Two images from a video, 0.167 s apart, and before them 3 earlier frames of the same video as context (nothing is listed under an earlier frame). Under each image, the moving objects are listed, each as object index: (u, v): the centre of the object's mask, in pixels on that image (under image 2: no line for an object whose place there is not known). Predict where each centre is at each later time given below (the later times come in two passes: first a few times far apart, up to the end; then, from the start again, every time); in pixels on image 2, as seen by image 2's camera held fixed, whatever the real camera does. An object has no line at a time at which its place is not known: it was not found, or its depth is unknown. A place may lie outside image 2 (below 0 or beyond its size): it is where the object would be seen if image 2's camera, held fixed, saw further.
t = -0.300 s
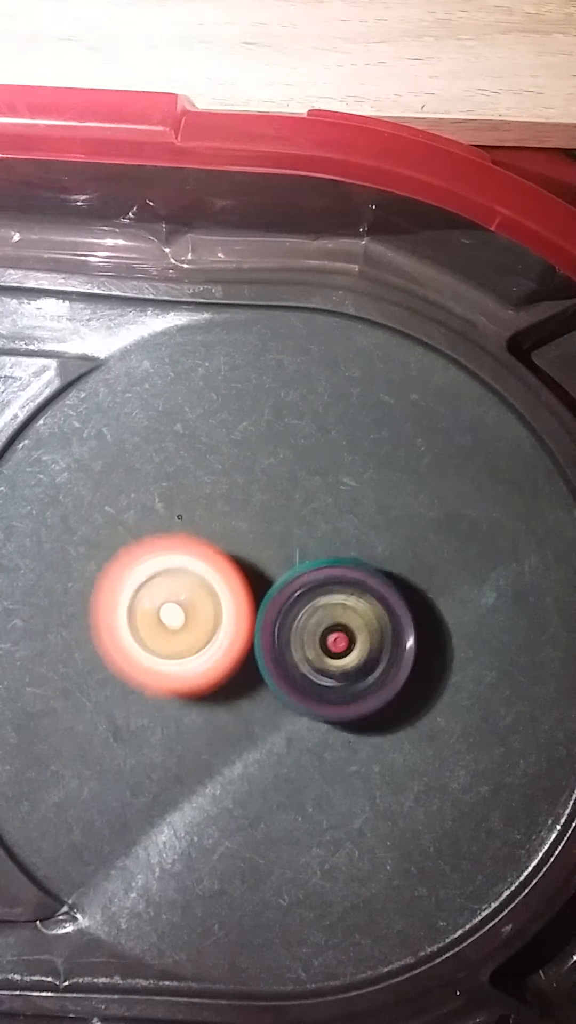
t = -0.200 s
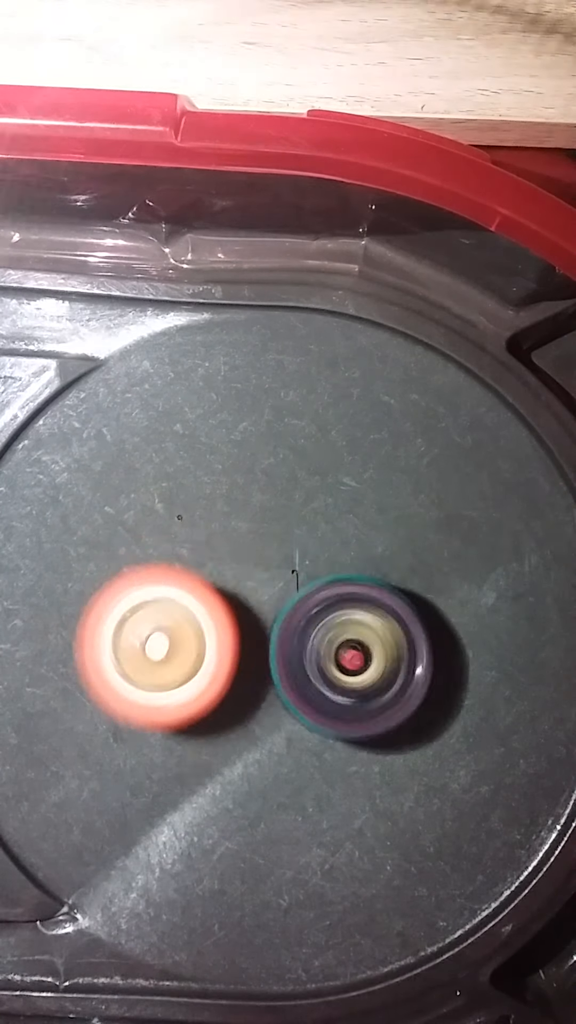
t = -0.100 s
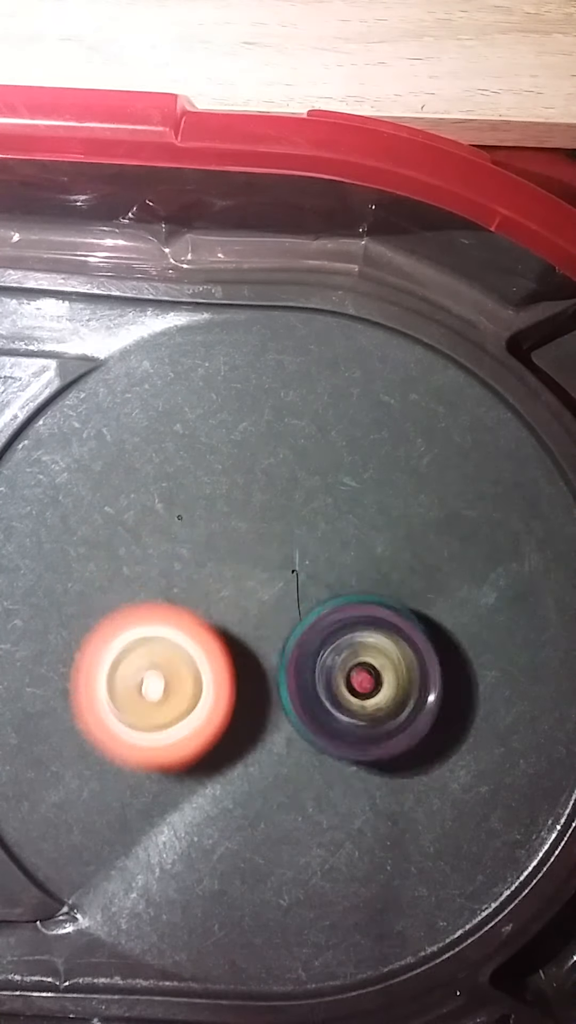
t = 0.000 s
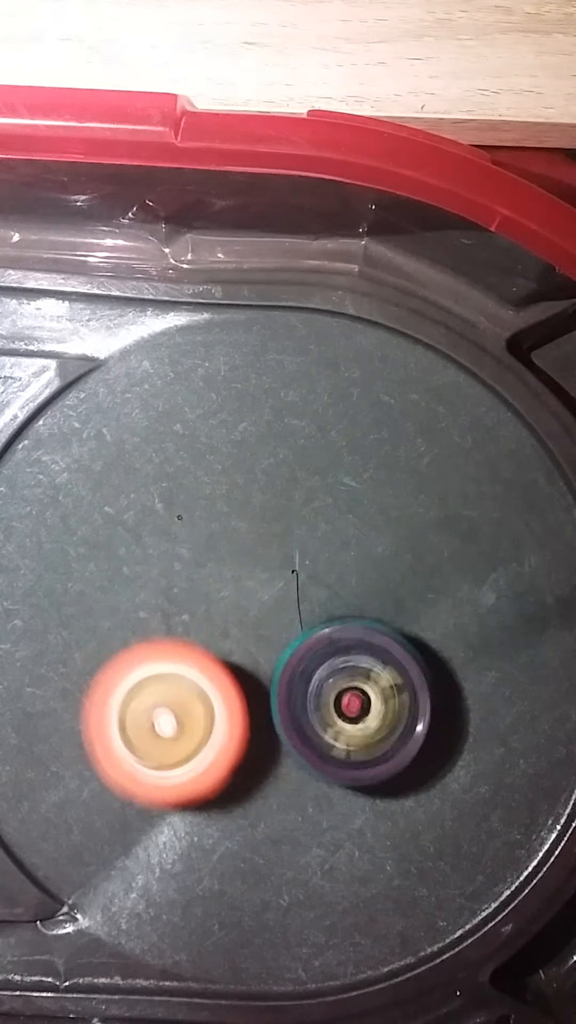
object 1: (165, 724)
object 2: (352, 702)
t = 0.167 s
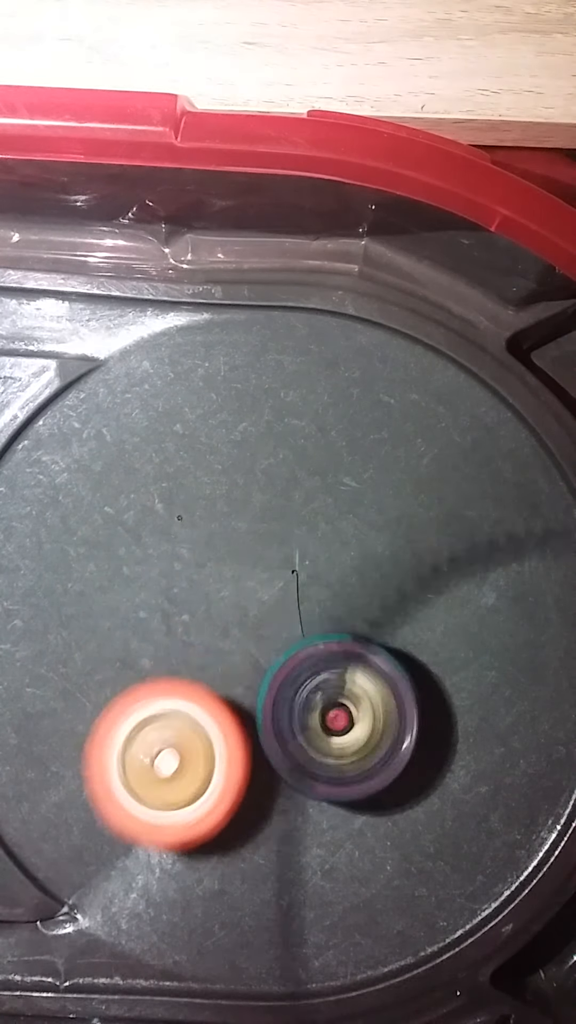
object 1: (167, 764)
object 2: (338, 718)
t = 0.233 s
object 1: (157, 777)
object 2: (331, 713)
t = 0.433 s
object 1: (165, 775)
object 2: (319, 666)
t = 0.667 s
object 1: (185, 734)
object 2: (320, 619)
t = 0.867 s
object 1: (184, 697)
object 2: (310, 590)
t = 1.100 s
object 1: (141, 708)
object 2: (312, 575)
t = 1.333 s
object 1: (163, 718)
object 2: (297, 604)
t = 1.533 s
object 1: (177, 766)
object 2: (319, 605)
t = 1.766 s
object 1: (227, 787)
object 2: (339, 629)
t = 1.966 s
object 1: (252, 769)
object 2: (362, 610)
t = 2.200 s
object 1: (221, 722)
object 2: (357, 599)
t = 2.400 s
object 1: (158, 687)
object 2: (342, 612)
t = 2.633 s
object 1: (104, 675)
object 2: (315, 646)
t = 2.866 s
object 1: (128, 676)
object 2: (304, 693)
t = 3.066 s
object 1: (155, 686)
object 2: (321, 730)
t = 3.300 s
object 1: (163, 671)
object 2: (337, 726)
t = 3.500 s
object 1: (168, 637)
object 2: (328, 674)
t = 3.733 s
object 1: (146, 611)
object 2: (316, 627)
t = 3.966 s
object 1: (125, 613)
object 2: (313, 607)
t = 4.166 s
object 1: (81, 657)
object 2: (361, 615)
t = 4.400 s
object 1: (134, 723)
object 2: (377, 626)
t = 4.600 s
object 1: (238, 768)
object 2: (368, 664)
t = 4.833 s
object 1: (241, 804)
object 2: (384, 661)
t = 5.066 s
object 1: (205, 734)
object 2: (352, 641)
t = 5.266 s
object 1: (124, 671)
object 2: (337, 627)
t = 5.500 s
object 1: (124, 611)
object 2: (290, 652)
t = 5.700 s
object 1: (148, 574)
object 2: (326, 720)
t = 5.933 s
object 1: (231, 615)
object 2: (341, 758)
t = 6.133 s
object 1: (260, 610)
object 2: (350, 751)
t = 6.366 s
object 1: (247, 554)
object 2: (304, 729)
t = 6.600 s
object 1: (249, 553)
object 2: (261, 740)
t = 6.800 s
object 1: (255, 598)
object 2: (249, 778)
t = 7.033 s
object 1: (261, 591)
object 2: (236, 797)
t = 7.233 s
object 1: (272, 566)
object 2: (210, 771)
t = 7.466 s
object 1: (280, 574)
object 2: (171, 702)
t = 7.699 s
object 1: (306, 601)
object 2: (123, 705)
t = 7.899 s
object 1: (311, 633)
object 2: (145, 714)
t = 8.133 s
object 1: (338, 691)
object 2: (174, 674)
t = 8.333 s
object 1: (338, 704)
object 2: (148, 651)
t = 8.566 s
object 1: (332, 662)
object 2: (159, 653)
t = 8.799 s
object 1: (369, 654)
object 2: (181, 655)
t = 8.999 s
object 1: (338, 660)
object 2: (191, 655)
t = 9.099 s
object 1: (355, 684)
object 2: (171, 645)
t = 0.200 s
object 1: (160, 772)
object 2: (334, 714)
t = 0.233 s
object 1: (157, 777)
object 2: (331, 713)
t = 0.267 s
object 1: (155, 780)
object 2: (325, 709)
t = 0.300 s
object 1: (153, 783)
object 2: (322, 702)
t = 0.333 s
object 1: (156, 782)
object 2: (318, 698)
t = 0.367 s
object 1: (158, 781)
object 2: (316, 688)
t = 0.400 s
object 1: (160, 779)
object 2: (318, 678)
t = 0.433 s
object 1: (165, 775)
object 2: (319, 666)
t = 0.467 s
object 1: (169, 770)
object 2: (318, 658)
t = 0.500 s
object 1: (177, 761)
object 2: (317, 656)
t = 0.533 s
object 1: (183, 753)
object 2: (317, 649)
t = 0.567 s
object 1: (183, 745)
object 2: (319, 638)
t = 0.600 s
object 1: (183, 744)
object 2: (317, 631)
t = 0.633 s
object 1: (182, 739)
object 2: (321, 626)
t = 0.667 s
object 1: (185, 734)
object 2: (320, 619)
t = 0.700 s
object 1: (186, 727)
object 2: (320, 613)
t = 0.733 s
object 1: (189, 721)
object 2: (319, 608)
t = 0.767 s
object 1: (189, 712)
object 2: (317, 602)
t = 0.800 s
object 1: (188, 704)
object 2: (316, 595)
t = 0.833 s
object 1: (185, 701)
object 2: (311, 593)
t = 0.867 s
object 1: (184, 697)
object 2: (310, 590)
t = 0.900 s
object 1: (179, 692)
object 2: (305, 584)
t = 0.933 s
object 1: (175, 691)
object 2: (305, 578)
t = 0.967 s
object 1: (165, 694)
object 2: (308, 574)
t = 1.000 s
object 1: (158, 697)
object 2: (310, 573)
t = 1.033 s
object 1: (150, 702)
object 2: (313, 572)
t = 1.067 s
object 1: (146, 705)
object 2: (313, 574)
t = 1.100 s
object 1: (141, 708)
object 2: (312, 575)
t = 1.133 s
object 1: (142, 711)
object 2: (312, 581)
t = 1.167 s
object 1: (140, 711)
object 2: (310, 584)
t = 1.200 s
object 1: (144, 717)
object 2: (307, 592)
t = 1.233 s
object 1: (146, 715)
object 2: (305, 594)
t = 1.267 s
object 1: (150, 720)
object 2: (306, 592)
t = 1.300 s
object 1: (157, 717)
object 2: (298, 599)
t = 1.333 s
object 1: (163, 718)
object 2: (297, 604)
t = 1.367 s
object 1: (169, 718)
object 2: (296, 610)
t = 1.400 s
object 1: (166, 726)
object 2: (297, 606)
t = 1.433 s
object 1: (168, 737)
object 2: (304, 605)
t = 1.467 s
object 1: (170, 750)
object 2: (311, 600)
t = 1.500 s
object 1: (173, 756)
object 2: (315, 602)
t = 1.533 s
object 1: (177, 766)
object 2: (319, 605)
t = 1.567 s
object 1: (182, 770)
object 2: (324, 608)
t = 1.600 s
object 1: (187, 777)
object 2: (326, 610)
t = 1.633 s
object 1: (194, 781)
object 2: (331, 614)
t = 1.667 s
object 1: (200, 785)
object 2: (333, 618)
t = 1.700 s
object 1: (207, 790)
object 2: (335, 622)
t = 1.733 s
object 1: (215, 790)
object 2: (337, 626)
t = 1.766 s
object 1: (227, 787)
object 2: (339, 629)
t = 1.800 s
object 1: (243, 777)
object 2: (338, 634)
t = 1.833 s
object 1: (250, 772)
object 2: (341, 633)
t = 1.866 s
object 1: (251, 771)
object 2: (345, 625)
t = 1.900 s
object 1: (254, 774)
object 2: (352, 621)
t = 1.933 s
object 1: (254, 776)
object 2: (357, 616)
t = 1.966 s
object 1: (252, 769)
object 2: (362, 610)
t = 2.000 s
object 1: (253, 764)
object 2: (364, 607)
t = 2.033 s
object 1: (250, 756)
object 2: (368, 603)
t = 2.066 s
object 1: (247, 752)
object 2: (367, 600)
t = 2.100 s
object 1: (236, 746)
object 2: (366, 598)
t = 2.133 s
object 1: (232, 739)
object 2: (365, 598)
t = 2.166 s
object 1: (223, 731)
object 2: (363, 597)
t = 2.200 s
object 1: (221, 722)
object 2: (357, 599)
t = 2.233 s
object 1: (214, 713)
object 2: (353, 602)
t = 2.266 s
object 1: (210, 704)
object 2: (346, 606)
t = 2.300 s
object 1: (200, 694)
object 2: (345, 607)
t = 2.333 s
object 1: (186, 690)
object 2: (344, 607)
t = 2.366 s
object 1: (171, 687)
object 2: (343, 610)
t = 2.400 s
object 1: (158, 687)
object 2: (342, 612)
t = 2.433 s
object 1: (148, 684)
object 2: (339, 614)
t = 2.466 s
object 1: (135, 684)
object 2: (335, 619)
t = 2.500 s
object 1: (127, 679)
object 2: (334, 623)
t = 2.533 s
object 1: (119, 680)
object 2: (329, 627)
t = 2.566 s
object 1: (111, 677)
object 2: (324, 633)
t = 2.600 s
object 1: (106, 676)
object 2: (320, 640)
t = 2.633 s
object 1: (104, 675)
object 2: (315, 646)
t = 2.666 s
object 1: (104, 675)
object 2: (312, 648)
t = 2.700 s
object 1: (105, 677)
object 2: (304, 652)
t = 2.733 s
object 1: (109, 676)
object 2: (299, 663)
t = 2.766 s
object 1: (116, 677)
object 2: (298, 672)
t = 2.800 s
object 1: (122, 677)
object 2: (295, 678)
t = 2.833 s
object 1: (128, 676)
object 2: (298, 688)
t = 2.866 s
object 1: (128, 676)
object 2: (304, 693)
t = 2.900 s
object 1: (127, 677)
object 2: (308, 701)
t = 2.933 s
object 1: (131, 679)
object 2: (316, 709)
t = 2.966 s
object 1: (133, 681)
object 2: (321, 712)
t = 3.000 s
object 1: (139, 683)
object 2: (320, 719)
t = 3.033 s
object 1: (146, 684)
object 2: (321, 726)
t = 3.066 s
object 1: (155, 686)
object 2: (321, 730)
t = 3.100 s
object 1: (163, 686)
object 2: (322, 732)
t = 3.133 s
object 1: (166, 686)
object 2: (326, 735)
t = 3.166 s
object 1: (162, 679)
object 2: (333, 736)
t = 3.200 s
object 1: (161, 676)
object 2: (334, 736)
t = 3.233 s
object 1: (159, 676)
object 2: (335, 735)
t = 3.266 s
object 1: (160, 670)
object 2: (337, 733)
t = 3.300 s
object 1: (163, 671)
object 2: (337, 726)
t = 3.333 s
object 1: (164, 665)
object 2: (334, 720)
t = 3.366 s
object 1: (172, 662)
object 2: (331, 715)
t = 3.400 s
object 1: (171, 656)
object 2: (330, 704)
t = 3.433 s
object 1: (173, 650)
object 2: (328, 694)
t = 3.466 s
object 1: (169, 642)
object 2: (327, 685)
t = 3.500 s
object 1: (168, 637)
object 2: (328, 674)
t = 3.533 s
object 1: (164, 635)
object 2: (328, 665)
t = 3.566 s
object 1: (164, 628)
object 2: (327, 656)
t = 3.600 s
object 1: (162, 626)
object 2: (325, 649)
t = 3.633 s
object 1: (160, 620)
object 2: (321, 643)
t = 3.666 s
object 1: (154, 615)
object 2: (321, 637)
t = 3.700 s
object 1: (149, 610)
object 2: (320, 631)
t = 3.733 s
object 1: (146, 611)
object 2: (316, 627)
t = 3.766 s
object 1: (139, 610)
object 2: (313, 627)
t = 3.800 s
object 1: (138, 609)
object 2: (311, 626)
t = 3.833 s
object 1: (135, 611)
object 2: (305, 624)
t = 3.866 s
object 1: (139, 611)
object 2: (305, 620)
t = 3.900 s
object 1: (139, 618)
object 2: (303, 612)
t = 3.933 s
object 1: (135, 615)
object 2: (301, 610)
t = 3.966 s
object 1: (125, 613)
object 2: (313, 607)
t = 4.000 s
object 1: (116, 618)
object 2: (322, 606)
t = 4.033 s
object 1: (104, 628)
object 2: (331, 611)
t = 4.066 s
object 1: (92, 632)
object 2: (341, 612)
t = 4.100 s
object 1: (89, 641)
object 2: (350, 612)
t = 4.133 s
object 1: (81, 651)
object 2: (354, 614)
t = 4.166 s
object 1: (81, 657)
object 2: (361, 615)
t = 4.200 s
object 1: (83, 669)
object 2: (366, 615)
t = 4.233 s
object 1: (82, 679)
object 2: (369, 616)
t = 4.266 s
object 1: (90, 687)
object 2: (371, 616)
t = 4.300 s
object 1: (97, 699)
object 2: (372, 619)
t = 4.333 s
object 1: (109, 705)
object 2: (377, 624)
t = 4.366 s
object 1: (121, 717)
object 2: (380, 624)
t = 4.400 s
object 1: (134, 723)
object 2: (377, 626)
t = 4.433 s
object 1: (154, 731)
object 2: (374, 632)
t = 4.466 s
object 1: (169, 742)
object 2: (375, 640)
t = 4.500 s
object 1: (189, 744)
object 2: (375, 647)
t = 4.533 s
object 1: (209, 753)
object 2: (369, 650)
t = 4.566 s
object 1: (227, 759)
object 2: (364, 659)
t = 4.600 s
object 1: (238, 768)
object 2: (368, 664)
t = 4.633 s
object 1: (245, 775)
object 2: (367, 666)
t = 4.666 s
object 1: (245, 780)
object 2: (373, 662)
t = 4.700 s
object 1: (247, 788)
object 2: (378, 661)
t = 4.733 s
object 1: (249, 798)
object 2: (383, 666)
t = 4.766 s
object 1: (245, 808)
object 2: (388, 664)
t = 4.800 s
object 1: (238, 805)
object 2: (386, 660)
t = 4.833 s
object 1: (241, 804)
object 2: (384, 661)
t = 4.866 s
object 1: (237, 805)
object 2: (384, 659)
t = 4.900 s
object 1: (228, 794)
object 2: (380, 654)
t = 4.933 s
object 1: (229, 778)
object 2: (375, 649)
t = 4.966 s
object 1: (231, 770)
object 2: (370, 648)
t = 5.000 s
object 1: (220, 764)
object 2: (365, 649)
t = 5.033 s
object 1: (213, 746)
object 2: (356, 646)
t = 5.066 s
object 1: (205, 734)
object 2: (352, 641)
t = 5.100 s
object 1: (182, 723)
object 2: (352, 631)
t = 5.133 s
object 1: (171, 708)
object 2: (348, 627)
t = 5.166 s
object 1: (161, 706)
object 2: (345, 629)
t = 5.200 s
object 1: (141, 700)
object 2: (344, 627)
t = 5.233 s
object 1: (128, 684)
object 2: (341, 624)
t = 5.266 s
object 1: (124, 671)
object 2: (337, 627)
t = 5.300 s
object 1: (117, 664)
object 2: (331, 629)
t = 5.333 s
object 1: (109, 654)
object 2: (323, 629)
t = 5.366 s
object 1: (106, 641)
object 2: (318, 634)
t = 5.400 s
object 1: (109, 631)
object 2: (311, 639)
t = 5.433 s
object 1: (114, 626)
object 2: (305, 642)
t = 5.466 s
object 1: (115, 621)
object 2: (298, 644)
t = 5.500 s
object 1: (124, 611)
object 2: (290, 652)
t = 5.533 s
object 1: (128, 598)
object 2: (294, 668)
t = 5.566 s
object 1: (132, 583)
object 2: (302, 677)
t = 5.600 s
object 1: (139, 581)
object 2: (307, 691)
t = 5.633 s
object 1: (138, 580)
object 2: (315, 705)
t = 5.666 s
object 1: (141, 575)
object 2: (325, 713)
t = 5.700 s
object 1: (148, 574)
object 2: (326, 720)
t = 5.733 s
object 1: (158, 575)
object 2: (325, 734)
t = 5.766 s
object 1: (170, 579)
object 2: (328, 742)
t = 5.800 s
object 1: (180, 588)
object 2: (331, 746)
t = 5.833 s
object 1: (191, 595)
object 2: (332, 747)
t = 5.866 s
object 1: (209, 601)
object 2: (329, 747)
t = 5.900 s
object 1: (225, 614)
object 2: (328, 752)
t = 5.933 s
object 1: (231, 615)
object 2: (341, 758)
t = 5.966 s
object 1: (243, 611)
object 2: (346, 757)
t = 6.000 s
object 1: (251, 618)
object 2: (345, 752)
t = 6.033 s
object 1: (249, 621)
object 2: (342, 756)
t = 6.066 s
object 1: (248, 611)
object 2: (346, 761)
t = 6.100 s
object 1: (256, 606)
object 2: (348, 758)
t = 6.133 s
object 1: (260, 610)
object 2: (350, 751)
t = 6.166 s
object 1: (253, 600)
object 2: (349, 750)
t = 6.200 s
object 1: (250, 584)
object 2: (343, 751)
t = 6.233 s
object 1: (253, 573)
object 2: (340, 750)
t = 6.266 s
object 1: (256, 568)
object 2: (335, 749)
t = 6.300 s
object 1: (254, 565)
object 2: (328, 741)
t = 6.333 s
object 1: (250, 560)
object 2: (320, 737)
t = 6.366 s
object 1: (247, 554)
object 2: (304, 729)
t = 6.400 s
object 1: (248, 552)
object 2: (294, 720)
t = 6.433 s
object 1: (249, 553)
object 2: (284, 717)
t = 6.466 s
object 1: (249, 552)
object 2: (280, 714)
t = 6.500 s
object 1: (251, 542)
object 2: (278, 722)
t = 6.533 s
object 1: (257, 542)
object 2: (275, 725)
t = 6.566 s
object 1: (257, 549)
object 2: (268, 732)
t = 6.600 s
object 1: (249, 553)
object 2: (261, 740)
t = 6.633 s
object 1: (246, 553)
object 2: (260, 752)
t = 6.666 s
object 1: (250, 557)
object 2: (263, 764)
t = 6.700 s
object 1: (255, 568)
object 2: (266, 766)
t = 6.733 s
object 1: (255, 581)
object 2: (259, 765)
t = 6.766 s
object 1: (253, 591)
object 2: (251, 772)
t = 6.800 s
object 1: (255, 598)
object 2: (249, 778)
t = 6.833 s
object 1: (257, 606)
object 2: (247, 781)
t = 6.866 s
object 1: (258, 613)
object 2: (248, 778)
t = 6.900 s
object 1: (261, 613)
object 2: (246, 783)
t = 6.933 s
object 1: (263, 617)
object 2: (246, 783)
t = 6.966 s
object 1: (260, 613)
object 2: (241, 784)
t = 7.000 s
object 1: (260, 600)
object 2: (240, 791)
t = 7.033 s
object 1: (261, 591)
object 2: (236, 797)
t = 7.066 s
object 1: (264, 584)
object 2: (236, 795)
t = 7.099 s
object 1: (264, 578)
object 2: (231, 791)
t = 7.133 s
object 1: (264, 570)
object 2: (222, 783)
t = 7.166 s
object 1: (268, 564)
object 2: (214, 785)
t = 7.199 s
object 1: (271, 563)
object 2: (209, 777)
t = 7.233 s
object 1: (272, 566)
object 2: (210, 771)
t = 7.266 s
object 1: (269, 569)
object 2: (209, 756)
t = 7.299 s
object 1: (270, 570)
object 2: (203, 745)
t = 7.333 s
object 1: (274, 574)
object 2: (197, 730)
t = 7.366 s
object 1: (276, 580)
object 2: (186, 724)
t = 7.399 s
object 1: (271, 581)
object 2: (177, 714)
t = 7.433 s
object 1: (271, 573)
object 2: (172, 711)
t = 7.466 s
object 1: (280, 574)
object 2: (171, 702)
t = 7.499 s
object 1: (287, 586)
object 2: (164, 693)
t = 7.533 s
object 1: (288, 599)
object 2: (153, 685)
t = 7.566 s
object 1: (288, 604)
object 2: (135, 690)
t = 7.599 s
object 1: (287, 603)
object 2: (131, 701)
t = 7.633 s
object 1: (289, 599)
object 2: (127, 706)
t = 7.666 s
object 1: (295, 597)
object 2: (126, 707)
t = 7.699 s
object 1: (306, 601)
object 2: (123, 705)
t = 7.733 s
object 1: (317, 613)
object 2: (118, 706)
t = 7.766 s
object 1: (320, 627)
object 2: (116, 711)
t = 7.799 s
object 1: (313, 635)
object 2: (117, 714)
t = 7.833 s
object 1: (306, 634)
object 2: (123, 721)
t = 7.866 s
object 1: (306, 631)
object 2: (135, 719)
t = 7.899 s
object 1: (311, 633)
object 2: (145, 714)
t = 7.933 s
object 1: (317, 642)
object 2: (160, 702)
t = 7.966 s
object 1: (323, 655)
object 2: (161, 693)
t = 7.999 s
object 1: (334, 666)
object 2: (169, 693)
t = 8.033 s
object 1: (343, 680)
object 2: (170, 689)
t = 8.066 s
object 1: (342, 692)
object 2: (176, 687)
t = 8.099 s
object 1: (338, 696)
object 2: (180, 680)
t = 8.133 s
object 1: (338, 691)
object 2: (174, 674)
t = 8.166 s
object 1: (347, 686)
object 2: (171, 672)
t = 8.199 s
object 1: (358, 689)
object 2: (168, 664)
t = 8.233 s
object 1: (364, 698)
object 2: (162, 659)
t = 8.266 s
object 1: (361, 707)
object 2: (158, 653)
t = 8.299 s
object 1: (351, 710)
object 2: (151, 650)
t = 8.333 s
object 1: (338, 704)
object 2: (148, 651)
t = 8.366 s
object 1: (328, 691)
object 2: (147, 651)
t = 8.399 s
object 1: (322, 676)
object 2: (148, 655)
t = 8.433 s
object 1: (323, 663)
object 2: (153, 657)
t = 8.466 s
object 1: (326, 663)
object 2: (159, 657)
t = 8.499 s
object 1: (322, 667)
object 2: (168, 655)
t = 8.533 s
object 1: (326, 667)
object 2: (166, 653)
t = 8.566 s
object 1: (332, 662)
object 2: (159, 653)
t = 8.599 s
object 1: (338, 656)
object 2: (156, 650)
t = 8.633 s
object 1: (343, 651)
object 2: (150, 651)
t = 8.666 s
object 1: (350, 647)
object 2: (150, 657)
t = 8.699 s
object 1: (357, 646)
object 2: (155, 661)
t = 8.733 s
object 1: (363, 646)
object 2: (162, 662)
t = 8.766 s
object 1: (367, 649)
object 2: (172, 661)
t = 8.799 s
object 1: (369, 654)
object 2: (181, 655)
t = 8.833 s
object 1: (368, 660)
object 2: (188, 650)
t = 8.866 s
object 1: (363, 666)
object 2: (194, 649)
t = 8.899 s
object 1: (355, 669)
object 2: (195, 647)
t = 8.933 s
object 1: (347, 668)
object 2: (193, 652)
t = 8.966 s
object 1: (339, 665)
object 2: (192, 655)
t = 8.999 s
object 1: (338, 660)
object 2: (191, 655)
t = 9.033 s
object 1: (345, 664)
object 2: (182, 654)
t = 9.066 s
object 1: (354, 673)
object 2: (174, 652)
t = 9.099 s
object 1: (355, 684)
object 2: (171, 645)
